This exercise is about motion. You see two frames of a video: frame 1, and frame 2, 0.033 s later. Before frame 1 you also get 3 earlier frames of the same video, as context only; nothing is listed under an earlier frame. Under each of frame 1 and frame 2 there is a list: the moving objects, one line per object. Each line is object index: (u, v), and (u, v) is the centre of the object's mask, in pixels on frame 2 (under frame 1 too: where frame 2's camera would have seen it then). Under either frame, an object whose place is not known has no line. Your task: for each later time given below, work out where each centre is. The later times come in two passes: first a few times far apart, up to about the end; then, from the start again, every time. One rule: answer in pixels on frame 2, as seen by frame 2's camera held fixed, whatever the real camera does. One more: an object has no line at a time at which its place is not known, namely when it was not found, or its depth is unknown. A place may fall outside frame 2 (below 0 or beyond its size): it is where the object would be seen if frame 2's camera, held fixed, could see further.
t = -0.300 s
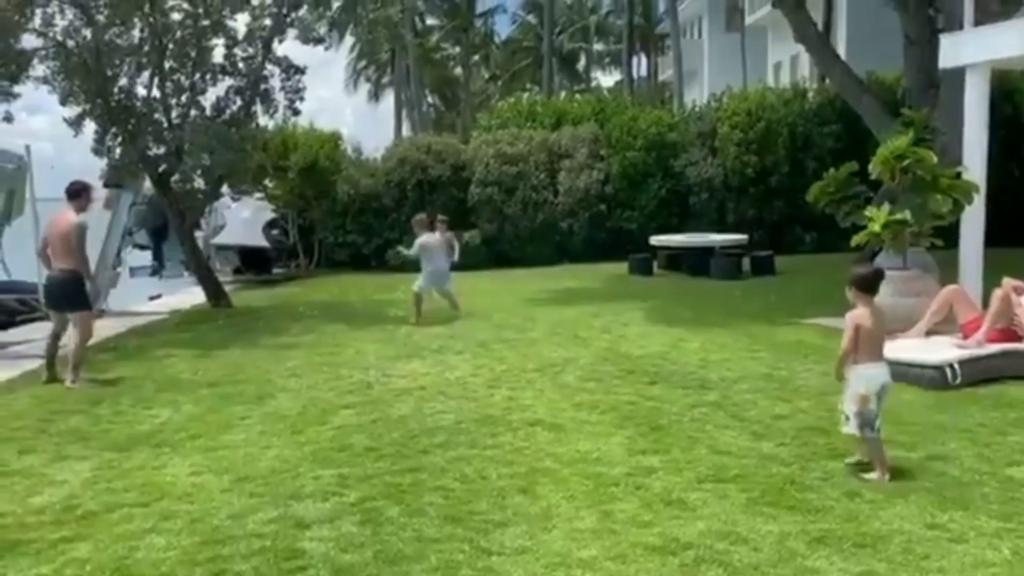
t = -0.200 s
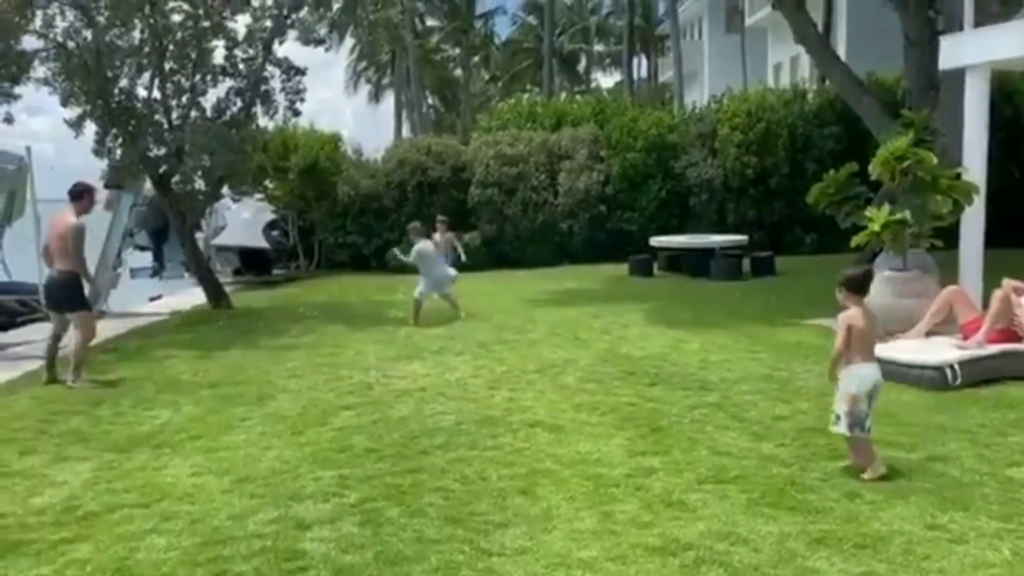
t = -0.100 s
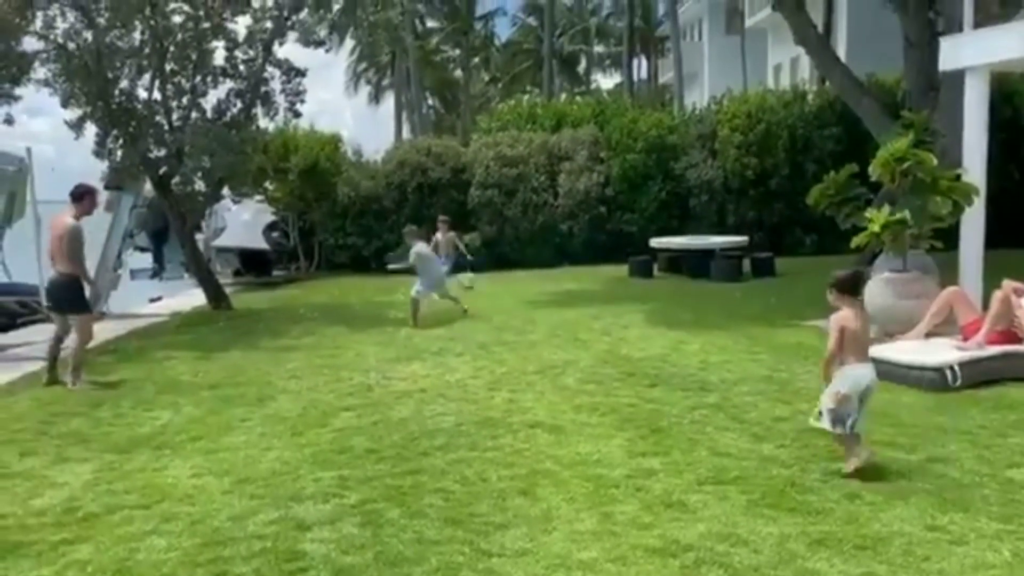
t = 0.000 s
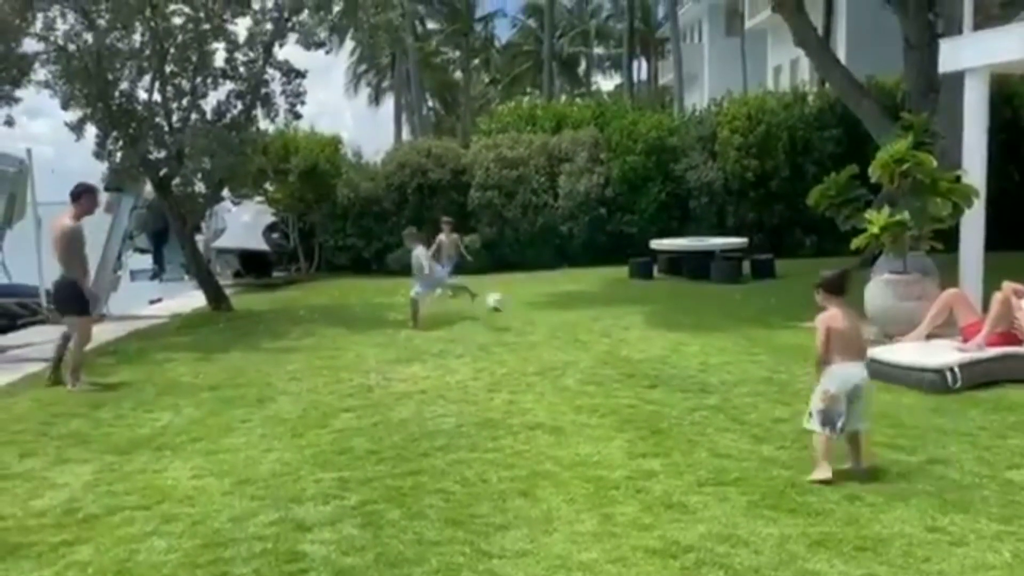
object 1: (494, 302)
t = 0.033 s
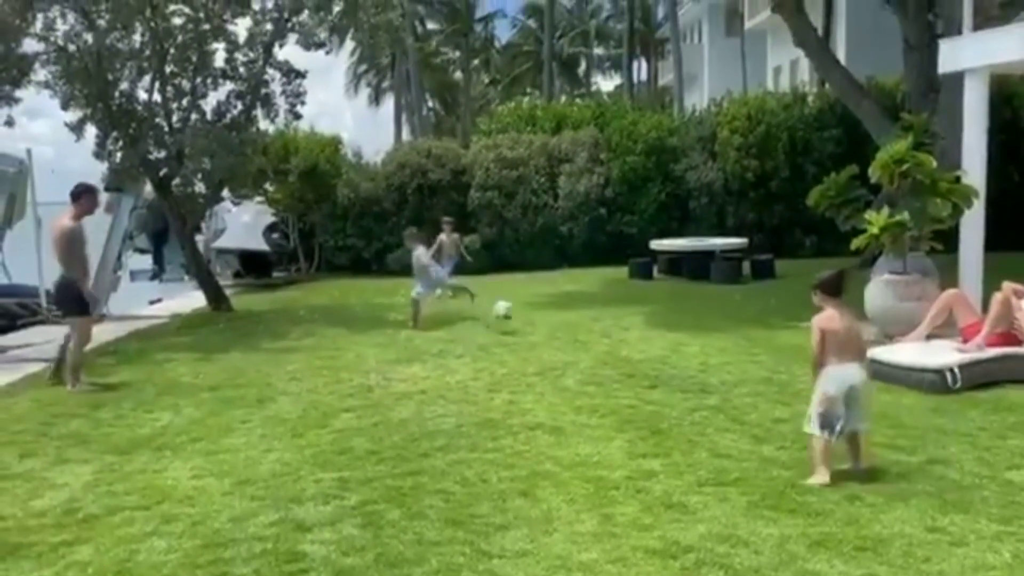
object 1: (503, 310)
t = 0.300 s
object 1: (547, 321)
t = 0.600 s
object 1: (600, 377)
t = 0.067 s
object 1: (512, 323)
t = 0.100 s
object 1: (519, 332)
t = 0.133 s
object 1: (525, 334)
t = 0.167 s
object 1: (530, 332)
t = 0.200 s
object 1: (533, 325)
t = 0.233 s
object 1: (537, 323)
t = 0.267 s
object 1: (544, 321)
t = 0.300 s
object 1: (547, 321)
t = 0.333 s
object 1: (552, 323)
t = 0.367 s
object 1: (558, 325)
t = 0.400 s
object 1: (564, 330)
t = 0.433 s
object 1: (568, 335)
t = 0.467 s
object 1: (576, 342)
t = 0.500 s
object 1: (581, 350)
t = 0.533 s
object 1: (588, 364)
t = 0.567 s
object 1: (595, 374)
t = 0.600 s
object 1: (600, 377)
